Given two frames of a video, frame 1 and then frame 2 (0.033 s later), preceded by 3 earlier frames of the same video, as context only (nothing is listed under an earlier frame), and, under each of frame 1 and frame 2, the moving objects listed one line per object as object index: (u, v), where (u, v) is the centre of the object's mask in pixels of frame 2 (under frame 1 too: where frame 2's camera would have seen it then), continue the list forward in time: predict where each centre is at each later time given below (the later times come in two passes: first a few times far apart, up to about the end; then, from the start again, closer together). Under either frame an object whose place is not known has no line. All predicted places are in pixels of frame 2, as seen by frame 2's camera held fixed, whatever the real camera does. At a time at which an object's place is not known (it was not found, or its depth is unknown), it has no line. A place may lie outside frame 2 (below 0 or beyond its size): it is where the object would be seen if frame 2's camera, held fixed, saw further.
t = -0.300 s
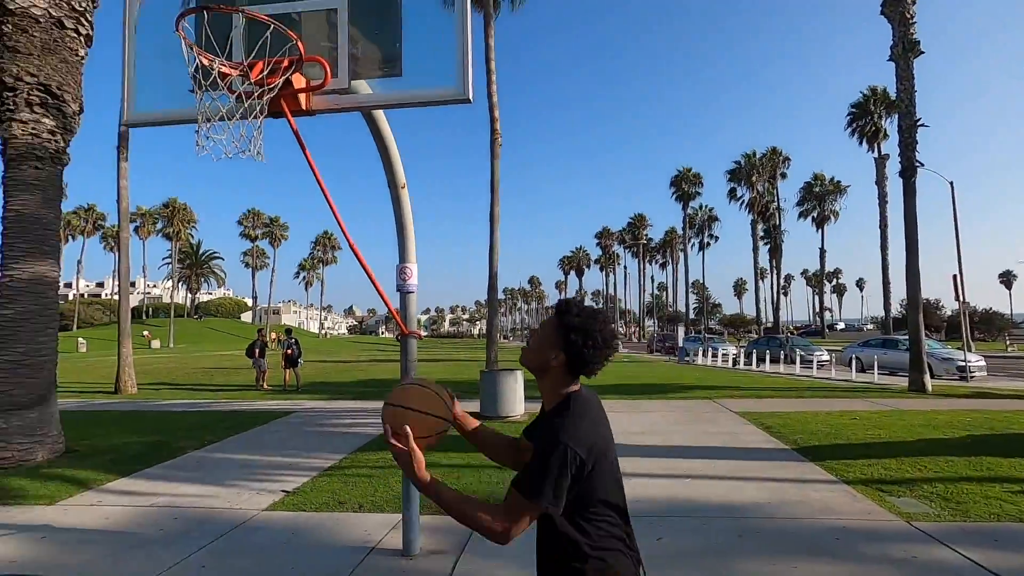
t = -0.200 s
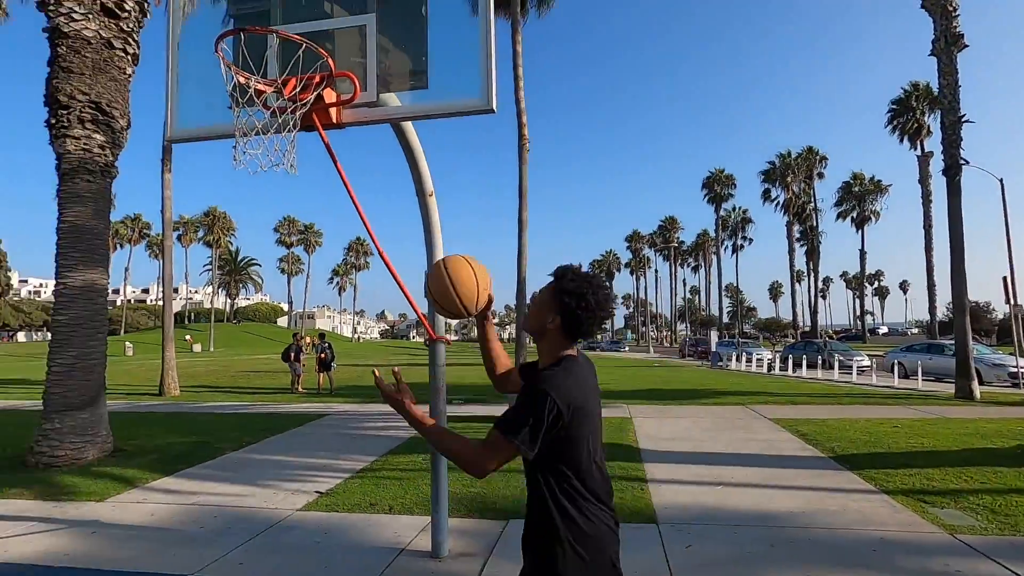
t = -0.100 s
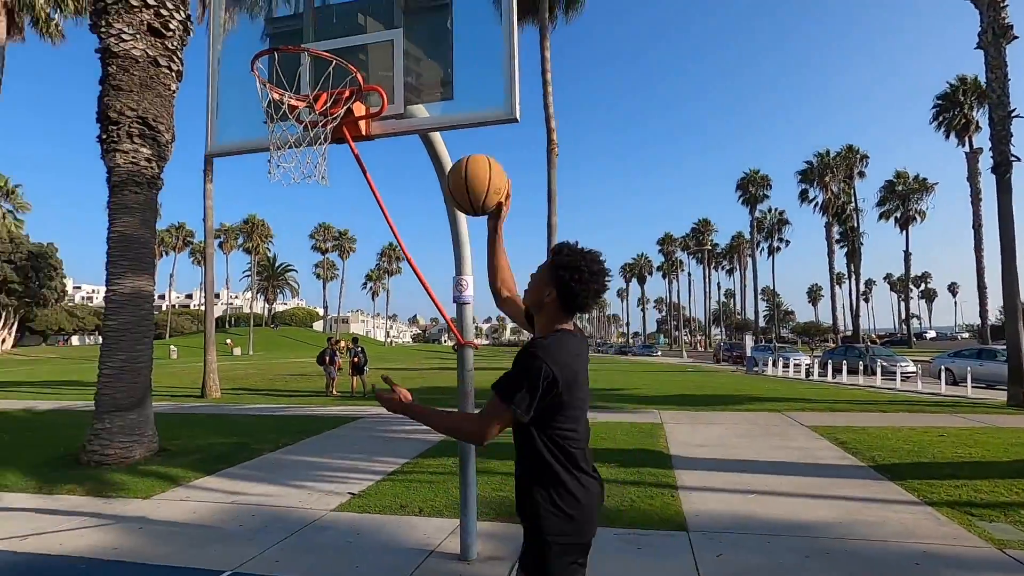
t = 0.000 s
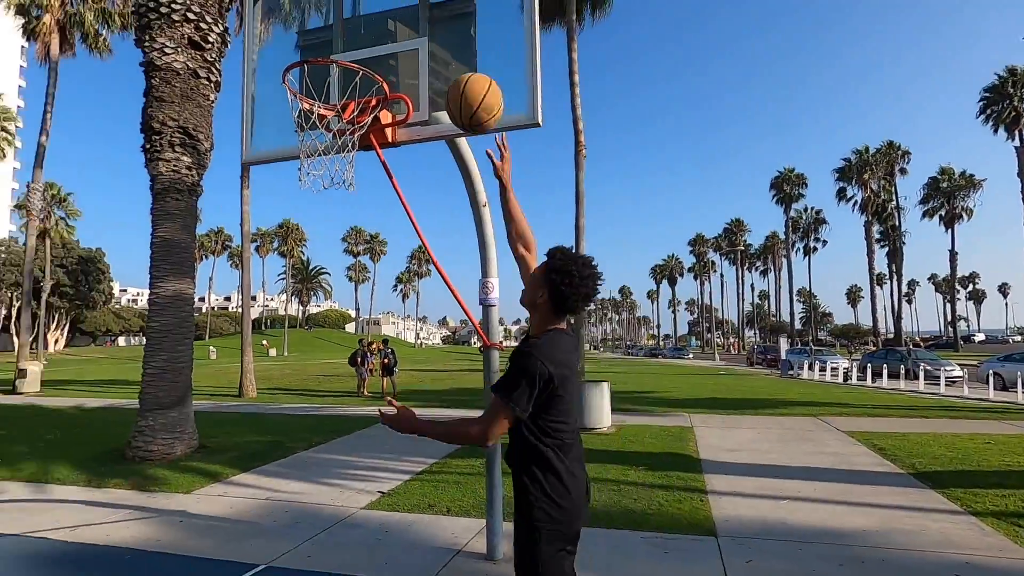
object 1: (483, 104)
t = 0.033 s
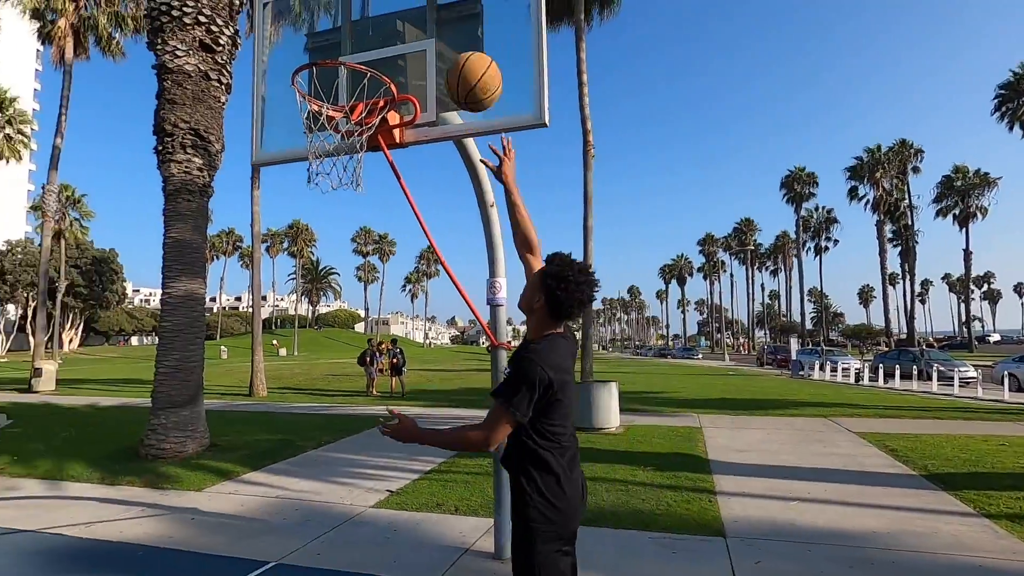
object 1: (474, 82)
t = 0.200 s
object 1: (436, 20)
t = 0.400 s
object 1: (394, 25)
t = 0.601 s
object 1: (357, 94)
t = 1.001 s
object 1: (316, 183)
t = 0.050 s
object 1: (469, 72)
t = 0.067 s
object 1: (465, 63)
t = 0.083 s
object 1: (461, 54)
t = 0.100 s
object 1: (457, 47)
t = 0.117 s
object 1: (453, 40)
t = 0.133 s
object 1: (450, 34)
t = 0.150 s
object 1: (446, 28)
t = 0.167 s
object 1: (443, 24)
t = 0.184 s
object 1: (439, 22)
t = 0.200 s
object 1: (436, 20)
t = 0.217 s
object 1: (432, 19)
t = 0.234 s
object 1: (429, 17)
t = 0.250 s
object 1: (425, 17)
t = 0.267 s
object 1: (422, 16)
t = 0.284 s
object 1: (418, 16)
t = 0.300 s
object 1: (415, 16)
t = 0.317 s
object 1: (411, 17)
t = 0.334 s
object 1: (408, 18)
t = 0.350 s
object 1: (404, 19)
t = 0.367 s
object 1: (401, 21)
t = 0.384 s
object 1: (397, 22)
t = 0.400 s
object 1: (394, 25)
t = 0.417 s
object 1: (391, 29)
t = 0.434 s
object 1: (387, 34)
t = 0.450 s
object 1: (385, 38)
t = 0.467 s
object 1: (382, 44)
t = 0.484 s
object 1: (378, 50)
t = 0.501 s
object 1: (376, 57)
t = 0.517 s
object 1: (373, 63)
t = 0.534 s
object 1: (371, 68)
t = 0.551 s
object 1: (371, 74)
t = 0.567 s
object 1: (367, 82)
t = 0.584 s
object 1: (363, 91)
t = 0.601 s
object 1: (357, 94)
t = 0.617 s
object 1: (353, 94)
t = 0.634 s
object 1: (350, 94)
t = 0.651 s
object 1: (344, 94)
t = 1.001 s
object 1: (316, 183)
